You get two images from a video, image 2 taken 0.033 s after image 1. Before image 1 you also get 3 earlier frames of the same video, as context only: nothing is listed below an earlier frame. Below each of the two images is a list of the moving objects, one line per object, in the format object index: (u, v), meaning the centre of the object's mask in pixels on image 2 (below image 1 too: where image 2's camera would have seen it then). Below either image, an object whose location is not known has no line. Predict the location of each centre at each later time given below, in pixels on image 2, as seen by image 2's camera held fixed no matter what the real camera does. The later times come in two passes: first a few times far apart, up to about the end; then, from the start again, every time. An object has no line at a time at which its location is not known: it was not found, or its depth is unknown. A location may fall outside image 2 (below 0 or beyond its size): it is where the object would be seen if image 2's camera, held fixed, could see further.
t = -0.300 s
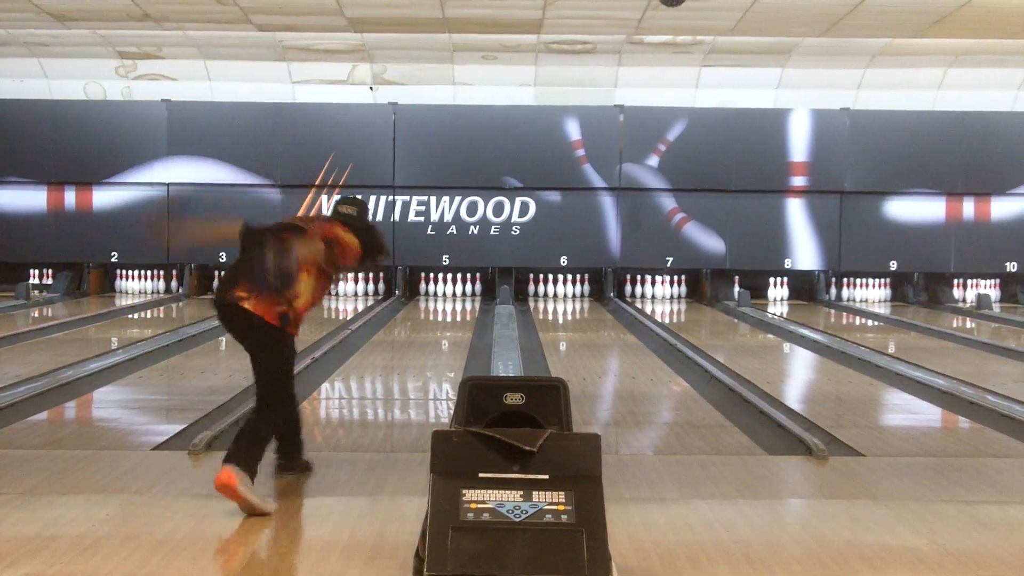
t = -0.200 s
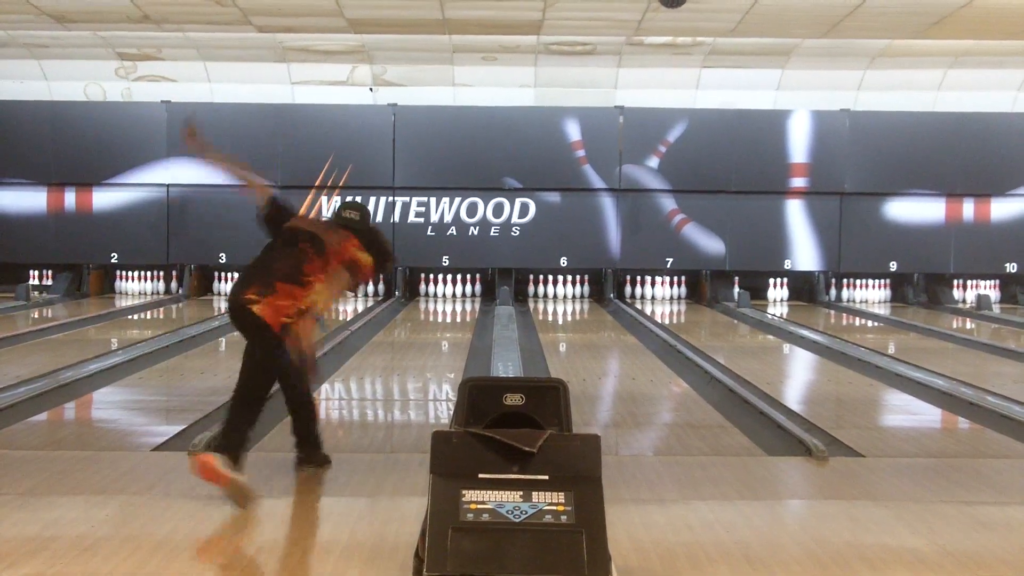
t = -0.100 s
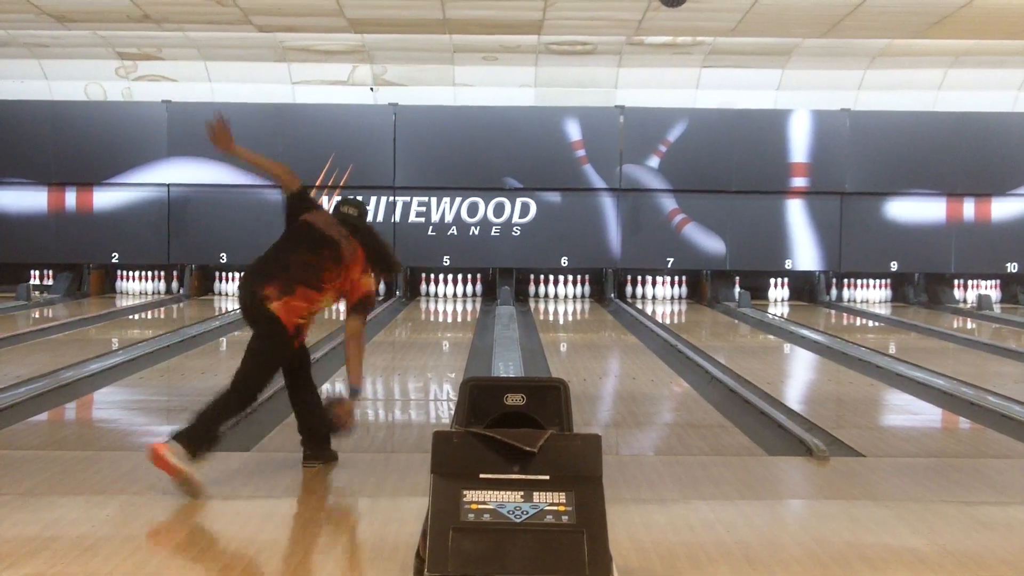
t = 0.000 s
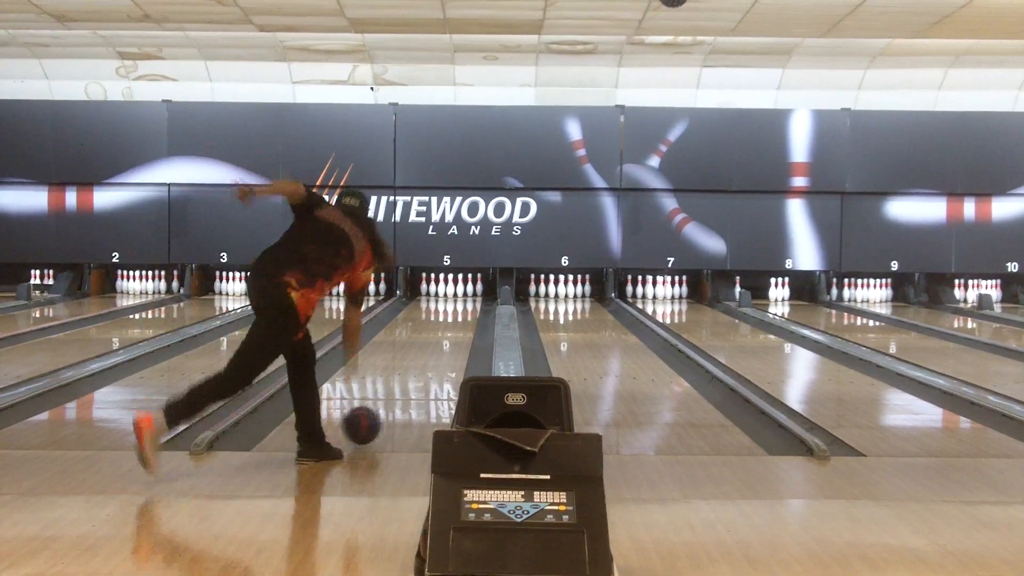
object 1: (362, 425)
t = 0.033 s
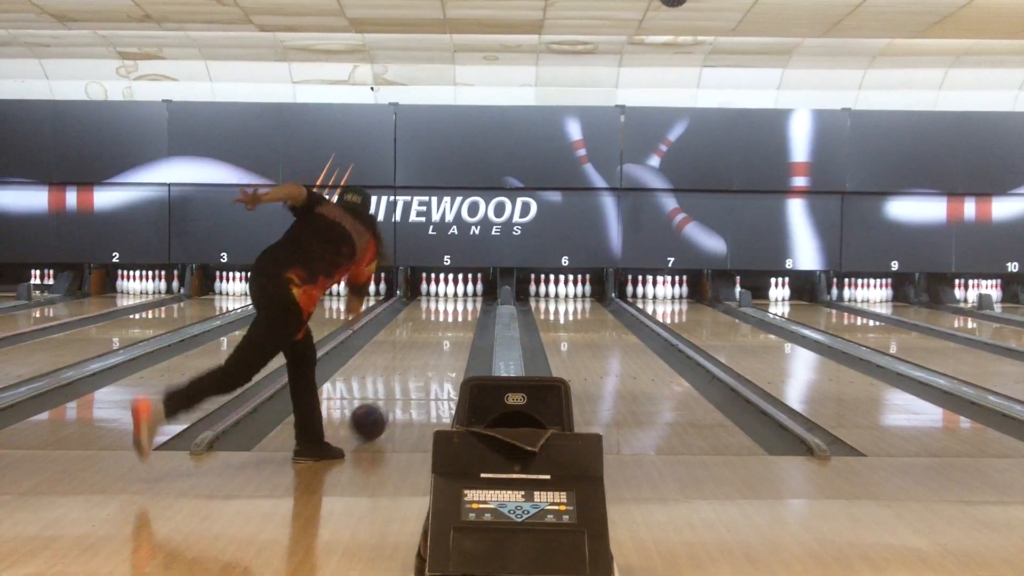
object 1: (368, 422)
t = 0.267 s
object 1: (404, 389)
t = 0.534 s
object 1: (431, 361)
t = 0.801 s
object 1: (449, 342)
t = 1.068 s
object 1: (460, 327)
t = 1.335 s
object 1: (466, 316)
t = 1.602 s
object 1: (467, 306)
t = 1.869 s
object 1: (462, 299)
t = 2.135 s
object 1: (455, 293)
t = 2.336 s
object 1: (449, 290)
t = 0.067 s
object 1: (375, 416)
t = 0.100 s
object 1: (380, 411)
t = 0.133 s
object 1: (386, 406)
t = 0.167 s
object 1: (391, 401)
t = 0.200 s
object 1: (396, 397)
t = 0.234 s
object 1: (400, 392)
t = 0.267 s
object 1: (404, 389)
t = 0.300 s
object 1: (408, 385)
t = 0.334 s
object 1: (412, 381)
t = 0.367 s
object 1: (416, 377)
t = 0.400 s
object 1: (419, 373)
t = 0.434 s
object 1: (422, 370)
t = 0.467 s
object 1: (425, 367)
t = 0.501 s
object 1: (428, 364)
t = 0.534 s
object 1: (431, 361)
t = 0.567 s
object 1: (434, 358)
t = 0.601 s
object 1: (436, 356)
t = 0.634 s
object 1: (439, 353)
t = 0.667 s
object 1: (441, 350)
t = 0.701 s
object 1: (443, 348)
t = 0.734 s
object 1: (445, 346)
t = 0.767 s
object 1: (447, 344)
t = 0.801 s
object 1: (449, 342)
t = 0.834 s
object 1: (451, 340)
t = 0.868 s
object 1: (452, 338)
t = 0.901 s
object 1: (454, 335)
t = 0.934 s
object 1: (455, 334)
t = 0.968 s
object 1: (456, 332)
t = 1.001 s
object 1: (458, 330)
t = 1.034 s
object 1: (459, 328)
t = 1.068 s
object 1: (460, 327)
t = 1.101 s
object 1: (461, 325)
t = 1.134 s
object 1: (462, 324)
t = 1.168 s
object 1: (463, 322)
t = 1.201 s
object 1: (464, 321)
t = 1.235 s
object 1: (465, 320)
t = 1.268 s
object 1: (465, 318)
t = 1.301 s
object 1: (466, 316)
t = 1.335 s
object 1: (466, 316)
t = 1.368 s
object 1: (467, 314)
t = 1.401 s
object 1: (467, 313)
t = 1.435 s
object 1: (467, 312)
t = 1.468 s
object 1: (468, 310)
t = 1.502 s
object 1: (467, 309)
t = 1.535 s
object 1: (467, 308)
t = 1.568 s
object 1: (467, 307)
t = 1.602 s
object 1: (467, 306)
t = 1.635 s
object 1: (467, 305)
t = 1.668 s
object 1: (467, 304)
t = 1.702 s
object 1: (466, 303)
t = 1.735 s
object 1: (465, 302)
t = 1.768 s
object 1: (465, 302)
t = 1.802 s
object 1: (464, 301)
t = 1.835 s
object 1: (463, 300)
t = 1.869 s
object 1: (462, 299)
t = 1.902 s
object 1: (462, 298)
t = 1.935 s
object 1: (462, 297)
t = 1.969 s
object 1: (460, 297)
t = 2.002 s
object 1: (459, 296)
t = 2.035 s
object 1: (459, 295)
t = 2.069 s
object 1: (457, 294)
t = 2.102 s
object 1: (456, 294)
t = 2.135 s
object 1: (455, 293)
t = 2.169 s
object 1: (454, 292)
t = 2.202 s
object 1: (453, 292)
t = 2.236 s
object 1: (453, 291)
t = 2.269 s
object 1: (452, 291)
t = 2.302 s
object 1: (450, 290)
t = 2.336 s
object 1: (449, 290)
